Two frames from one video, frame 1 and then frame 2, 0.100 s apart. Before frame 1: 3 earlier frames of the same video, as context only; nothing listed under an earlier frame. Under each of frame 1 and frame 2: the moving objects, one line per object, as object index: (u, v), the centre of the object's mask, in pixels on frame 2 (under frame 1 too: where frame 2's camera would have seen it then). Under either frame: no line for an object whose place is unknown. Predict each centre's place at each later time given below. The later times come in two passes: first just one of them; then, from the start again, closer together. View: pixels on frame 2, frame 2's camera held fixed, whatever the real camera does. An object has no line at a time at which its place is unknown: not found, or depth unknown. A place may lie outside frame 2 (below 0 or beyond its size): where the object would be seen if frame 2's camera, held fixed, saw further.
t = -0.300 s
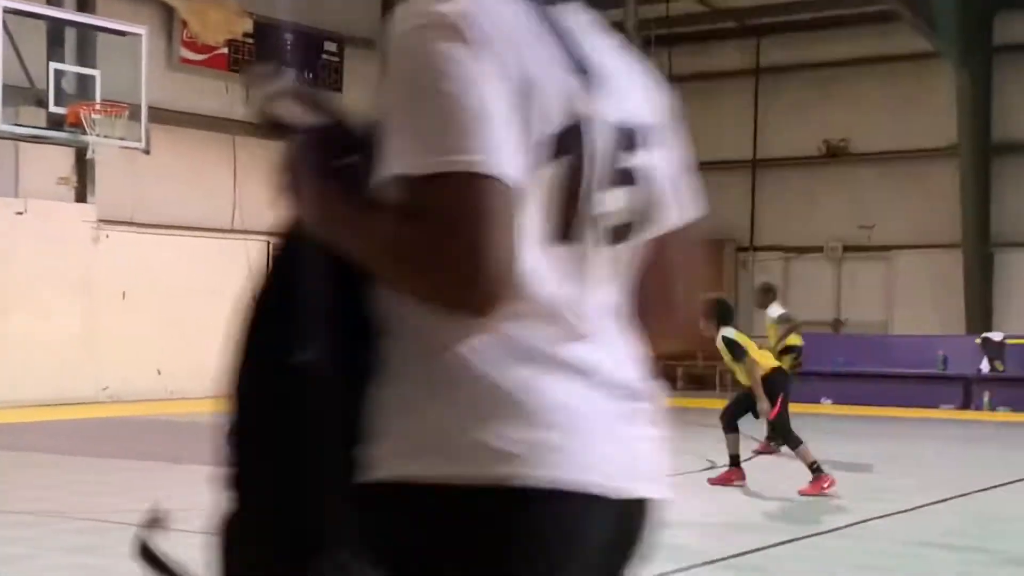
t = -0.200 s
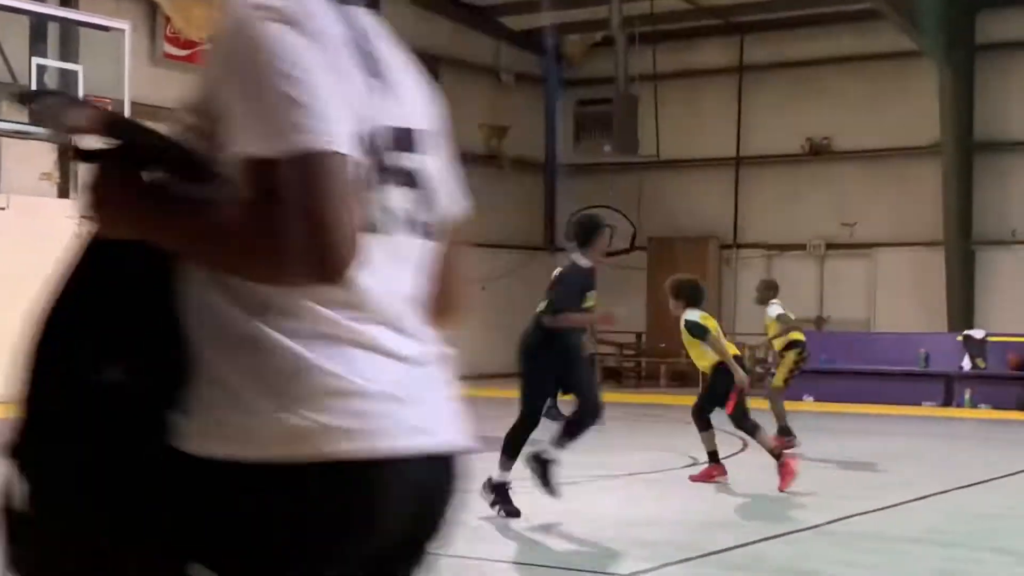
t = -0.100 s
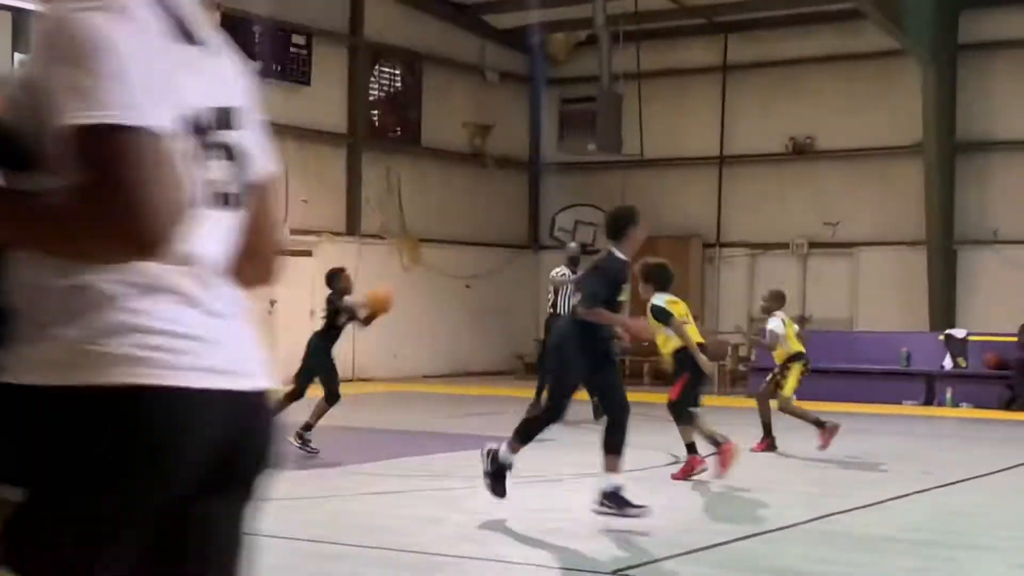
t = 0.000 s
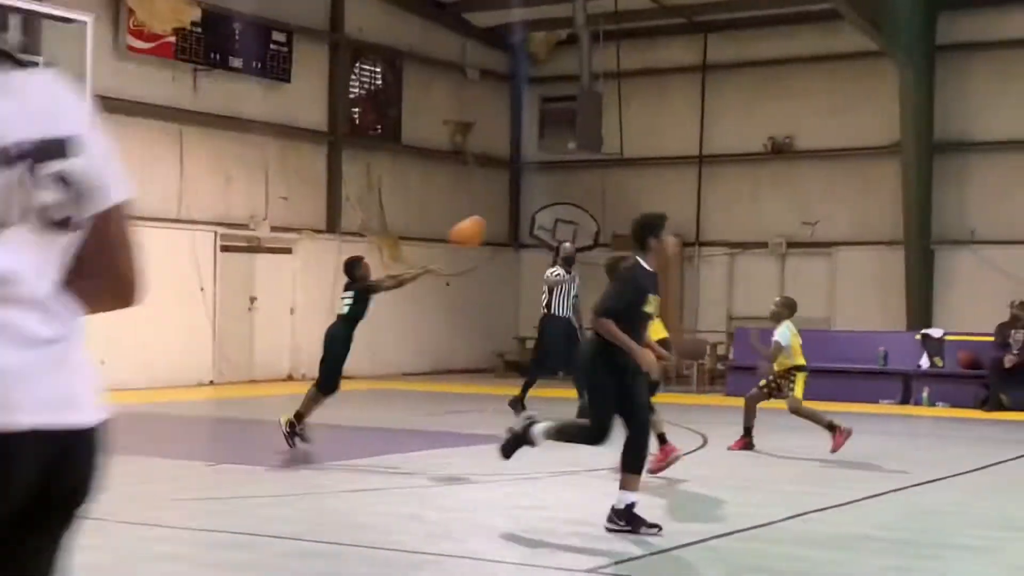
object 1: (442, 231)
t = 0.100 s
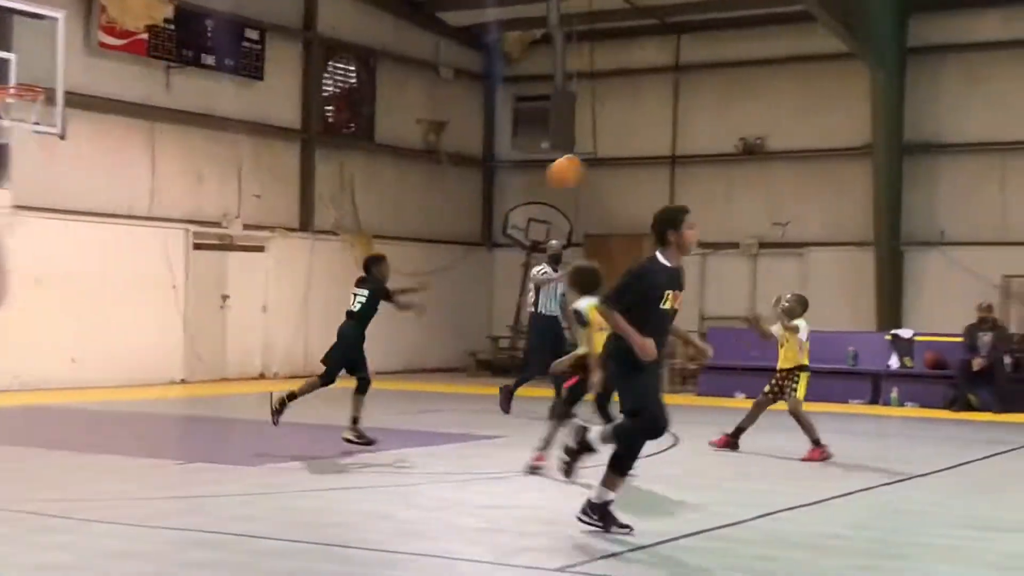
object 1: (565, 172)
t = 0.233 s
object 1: (733, 105)
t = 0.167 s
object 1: (648, 136)
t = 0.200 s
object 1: (690, 120)
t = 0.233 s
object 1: (733, 105)
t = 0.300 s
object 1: (818, 81)
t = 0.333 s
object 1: (861, 70)
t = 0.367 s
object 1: (904, 61)
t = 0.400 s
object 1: (949, 54)
